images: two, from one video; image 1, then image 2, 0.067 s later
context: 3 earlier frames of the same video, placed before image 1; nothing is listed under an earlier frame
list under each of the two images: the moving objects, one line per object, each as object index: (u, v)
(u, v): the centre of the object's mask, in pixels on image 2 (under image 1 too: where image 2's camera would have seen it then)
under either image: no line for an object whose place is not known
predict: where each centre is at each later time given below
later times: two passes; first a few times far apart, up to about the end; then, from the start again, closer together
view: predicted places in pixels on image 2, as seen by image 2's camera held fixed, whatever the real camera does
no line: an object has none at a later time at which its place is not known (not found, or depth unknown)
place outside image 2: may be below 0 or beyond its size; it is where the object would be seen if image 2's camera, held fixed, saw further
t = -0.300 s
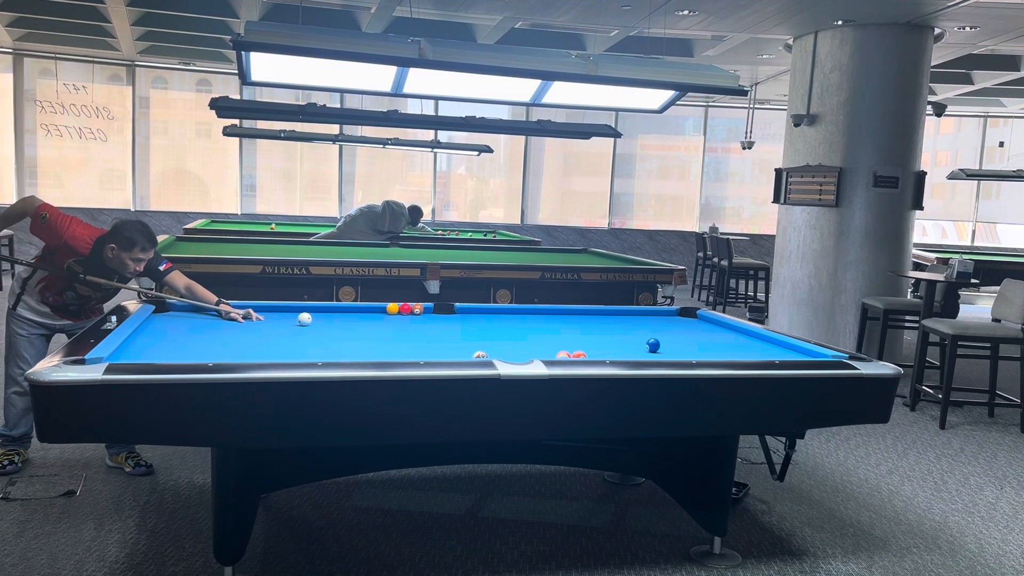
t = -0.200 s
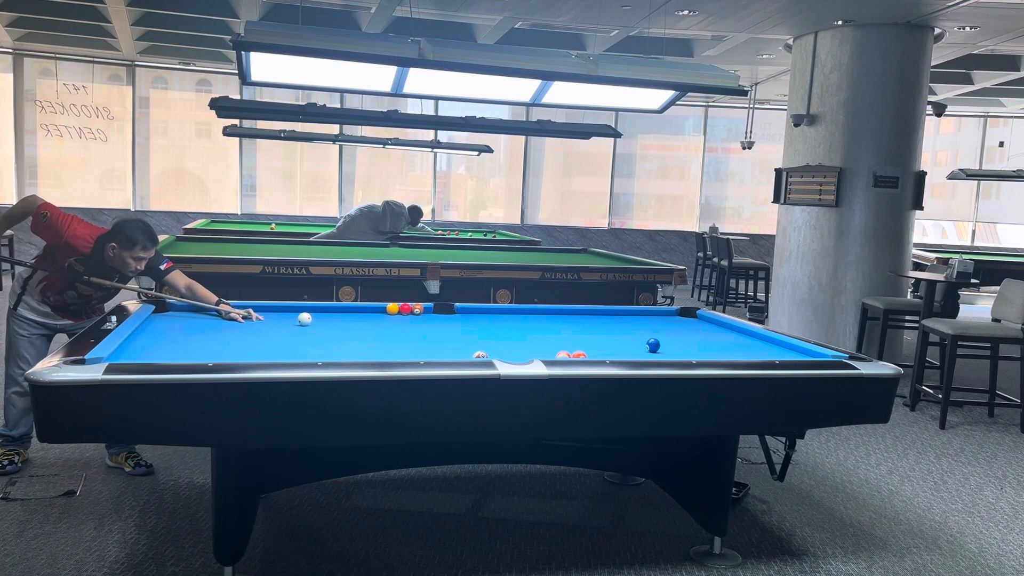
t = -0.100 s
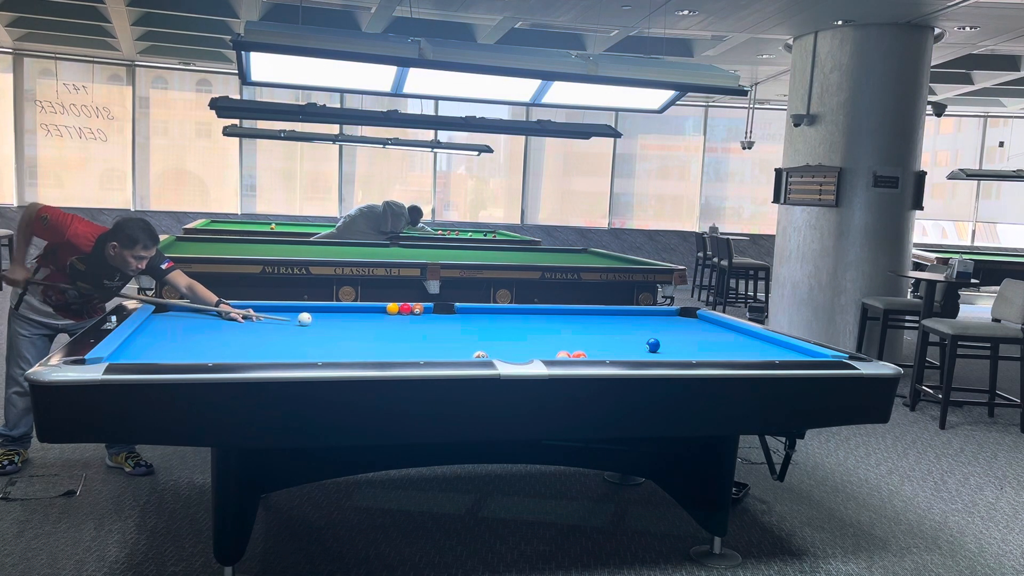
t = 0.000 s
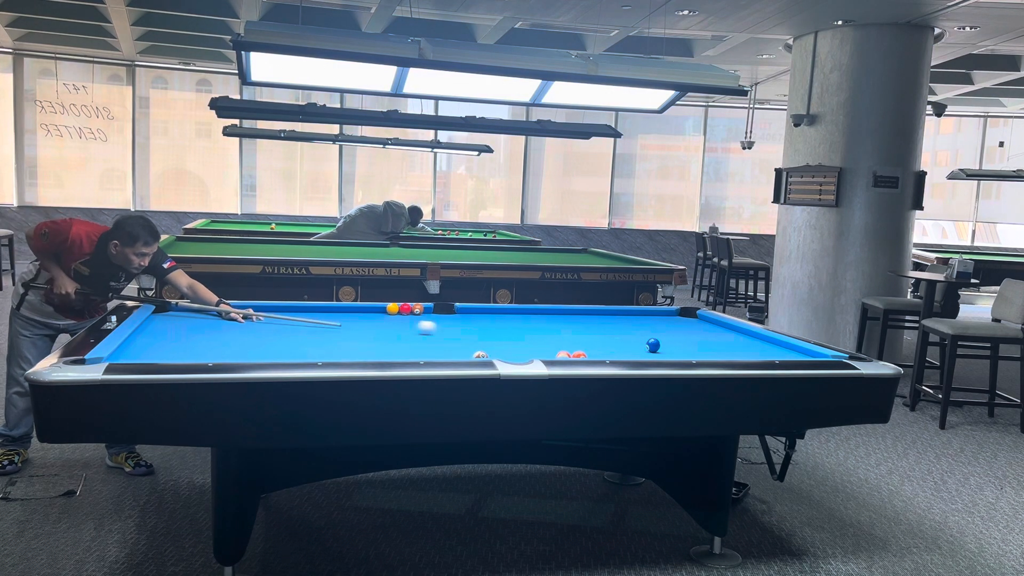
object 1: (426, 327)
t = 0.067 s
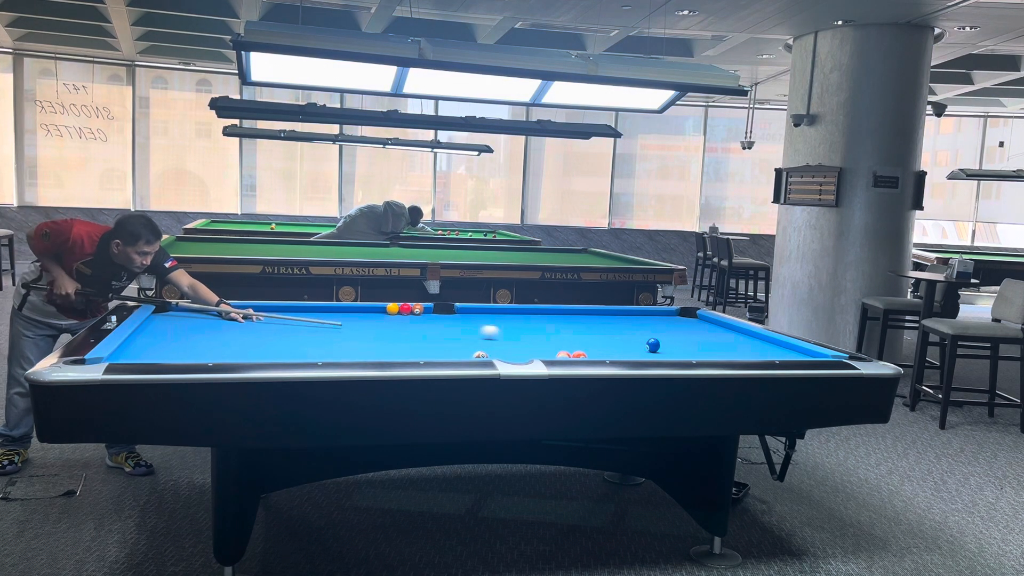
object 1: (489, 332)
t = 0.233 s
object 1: (637, 343)
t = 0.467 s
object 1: (643, 344)
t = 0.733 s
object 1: (648, 344)
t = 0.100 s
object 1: (520, 335)
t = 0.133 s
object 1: (551, 336)
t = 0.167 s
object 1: (580, 339)
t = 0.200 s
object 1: (609, 341)
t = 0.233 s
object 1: (637, 343)
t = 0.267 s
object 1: (639, 344)
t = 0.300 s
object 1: (640, 344)
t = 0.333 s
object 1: (641, 344)
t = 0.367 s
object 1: (641, 344)
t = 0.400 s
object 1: (642, 344)
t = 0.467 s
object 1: (643, 344)
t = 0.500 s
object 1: (644, 344)
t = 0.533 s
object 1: (644, 344)
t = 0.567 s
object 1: (645, 344)
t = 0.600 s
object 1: (646, 344)
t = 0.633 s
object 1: (647, 344)
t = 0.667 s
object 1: (647, 344)
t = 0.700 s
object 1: (648, 344)
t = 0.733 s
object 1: (648, 344)
